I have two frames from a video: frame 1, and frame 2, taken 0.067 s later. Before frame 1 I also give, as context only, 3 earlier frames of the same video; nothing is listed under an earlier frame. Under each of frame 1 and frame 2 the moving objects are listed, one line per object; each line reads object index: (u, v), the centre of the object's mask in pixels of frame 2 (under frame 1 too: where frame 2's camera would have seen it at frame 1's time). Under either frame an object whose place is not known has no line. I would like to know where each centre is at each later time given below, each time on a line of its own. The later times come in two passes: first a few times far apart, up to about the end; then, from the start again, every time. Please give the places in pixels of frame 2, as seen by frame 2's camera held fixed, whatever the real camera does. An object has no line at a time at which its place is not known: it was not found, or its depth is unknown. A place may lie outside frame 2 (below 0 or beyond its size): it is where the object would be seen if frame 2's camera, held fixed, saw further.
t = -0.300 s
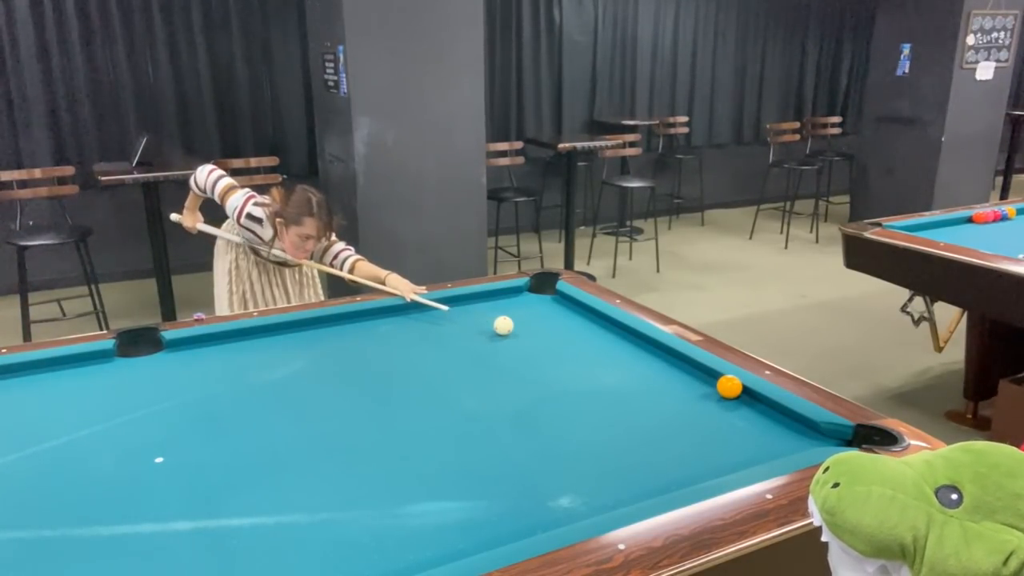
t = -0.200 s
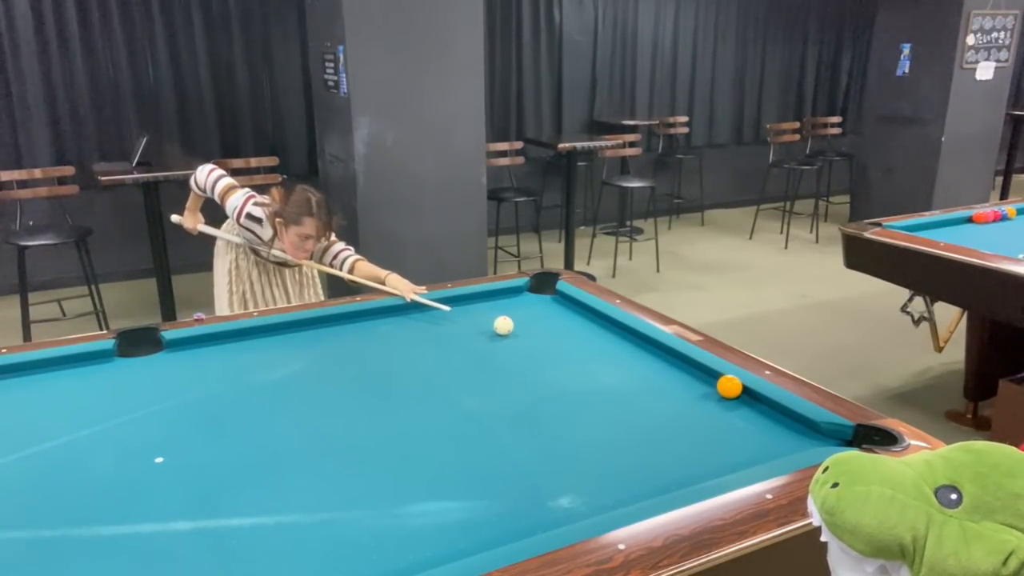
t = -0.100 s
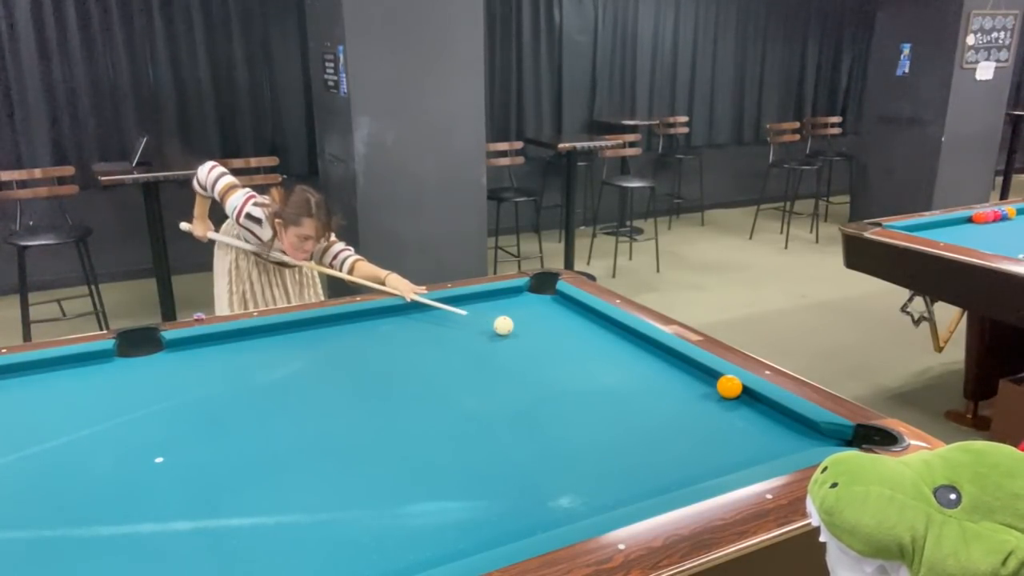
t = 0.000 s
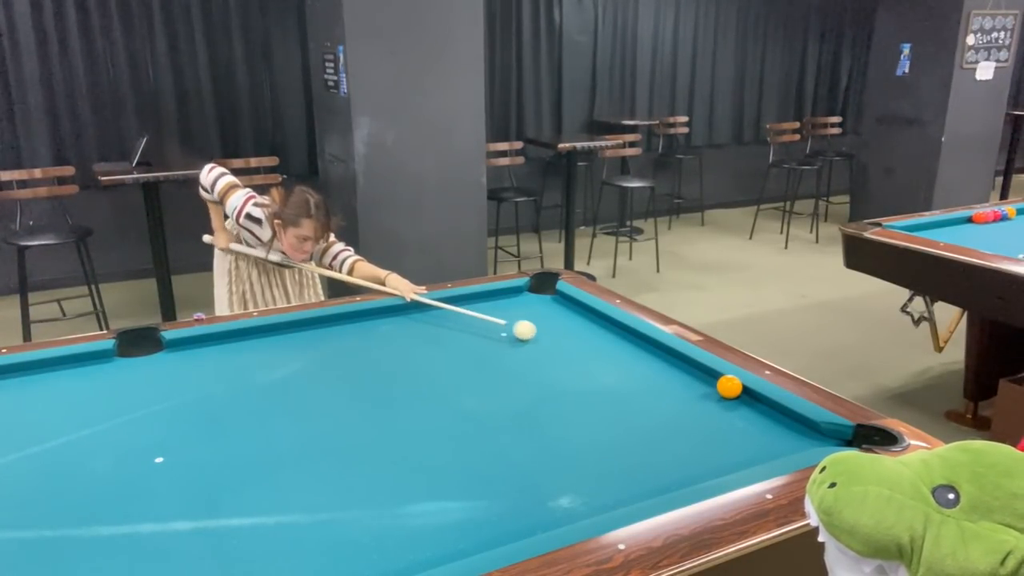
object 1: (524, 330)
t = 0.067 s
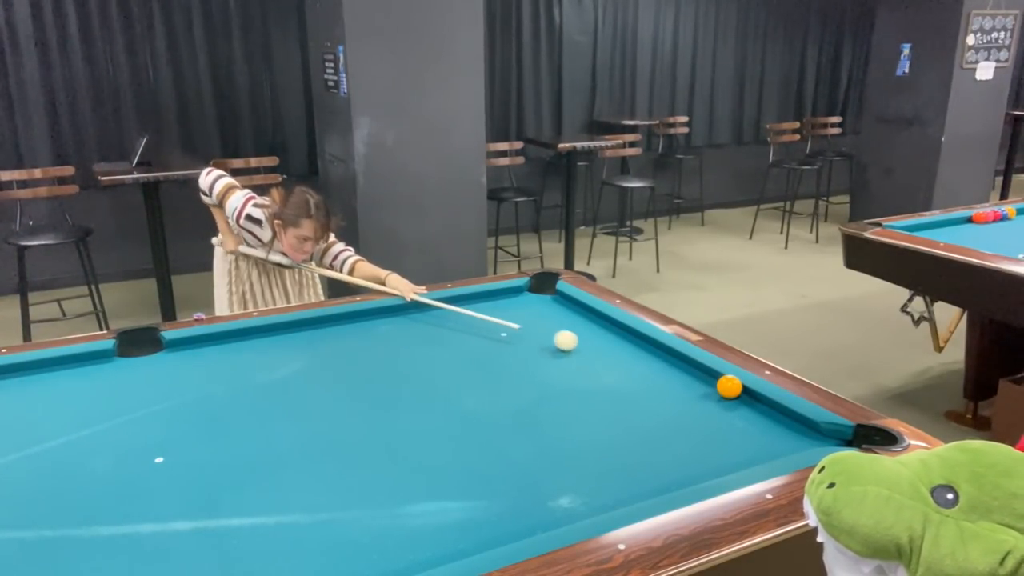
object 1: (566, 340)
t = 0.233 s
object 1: (672, 366)
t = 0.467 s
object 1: (690, 389)
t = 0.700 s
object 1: (682, 410)
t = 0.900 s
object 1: (676, 429)
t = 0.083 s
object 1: (576, 343)
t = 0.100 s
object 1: (586, 345)
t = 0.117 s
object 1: (596, 348)
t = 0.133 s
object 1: (607, 351)
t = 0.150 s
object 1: (617, 353)
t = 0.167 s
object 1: (627, 356)
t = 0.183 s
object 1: (639, 358)
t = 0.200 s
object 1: (649, 361)
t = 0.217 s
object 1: (661, 364)
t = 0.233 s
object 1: (672, 366)
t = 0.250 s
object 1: (683, 369)
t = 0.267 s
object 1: (696, 372)
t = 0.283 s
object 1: (706, 375)
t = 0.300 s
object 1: (711, 377)
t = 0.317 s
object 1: (709, 379)
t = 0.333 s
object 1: (706, 380)
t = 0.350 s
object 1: (703, 381)
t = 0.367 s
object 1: (700, 382)
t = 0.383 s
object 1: (698, 383)
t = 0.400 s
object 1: (696, 384)
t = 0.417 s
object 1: (694, 385)
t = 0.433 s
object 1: (692, 387)
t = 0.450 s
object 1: (691, 388)
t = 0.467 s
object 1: (690, 389)
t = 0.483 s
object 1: (689, 390)
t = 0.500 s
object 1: (688, 392)
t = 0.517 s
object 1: (688, 393)
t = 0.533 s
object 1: (687, 395)
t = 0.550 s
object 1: (687, 396)
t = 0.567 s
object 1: (687, 398)
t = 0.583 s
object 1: (686, 399)
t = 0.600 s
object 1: (685, 401)
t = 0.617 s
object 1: (685, 402)
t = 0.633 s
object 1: (685, 404)
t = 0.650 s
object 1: (684, 405)
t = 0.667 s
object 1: (683, 407)
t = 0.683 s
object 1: (683, 408)
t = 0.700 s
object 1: (682, 410)
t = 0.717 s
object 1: (682, 411)
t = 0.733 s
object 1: (681, 413)
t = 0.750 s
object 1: (681, 414)
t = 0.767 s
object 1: (680, 416)
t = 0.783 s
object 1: (680, 418)
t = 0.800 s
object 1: (679, 419)
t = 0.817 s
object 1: (679, 421)
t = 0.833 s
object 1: (678, 422)
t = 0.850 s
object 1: (678, 424)
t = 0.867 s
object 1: (677, 426)
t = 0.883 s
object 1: (677, 427)
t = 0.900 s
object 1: (676, 429)
